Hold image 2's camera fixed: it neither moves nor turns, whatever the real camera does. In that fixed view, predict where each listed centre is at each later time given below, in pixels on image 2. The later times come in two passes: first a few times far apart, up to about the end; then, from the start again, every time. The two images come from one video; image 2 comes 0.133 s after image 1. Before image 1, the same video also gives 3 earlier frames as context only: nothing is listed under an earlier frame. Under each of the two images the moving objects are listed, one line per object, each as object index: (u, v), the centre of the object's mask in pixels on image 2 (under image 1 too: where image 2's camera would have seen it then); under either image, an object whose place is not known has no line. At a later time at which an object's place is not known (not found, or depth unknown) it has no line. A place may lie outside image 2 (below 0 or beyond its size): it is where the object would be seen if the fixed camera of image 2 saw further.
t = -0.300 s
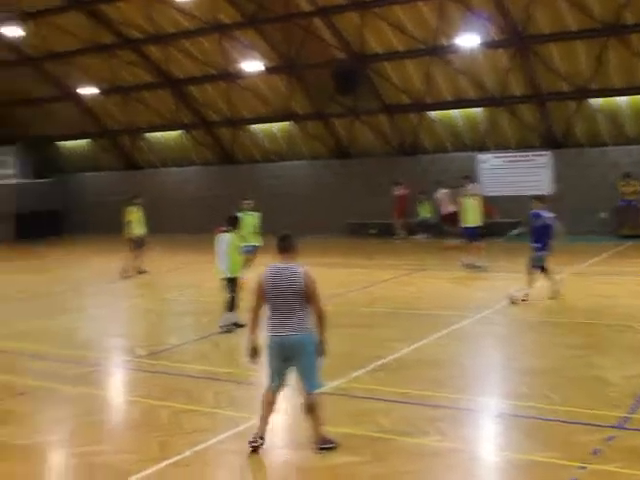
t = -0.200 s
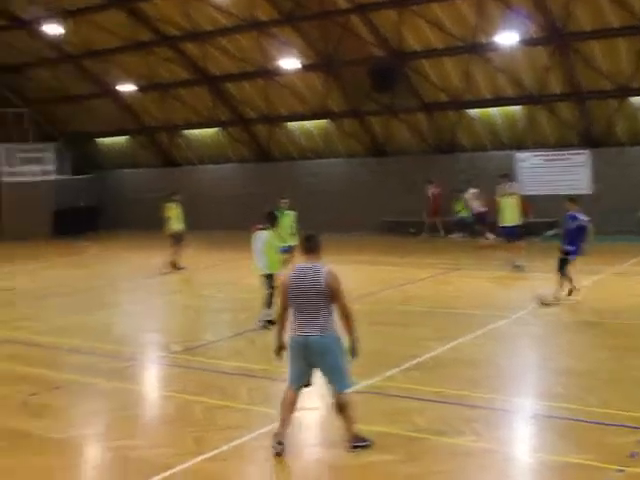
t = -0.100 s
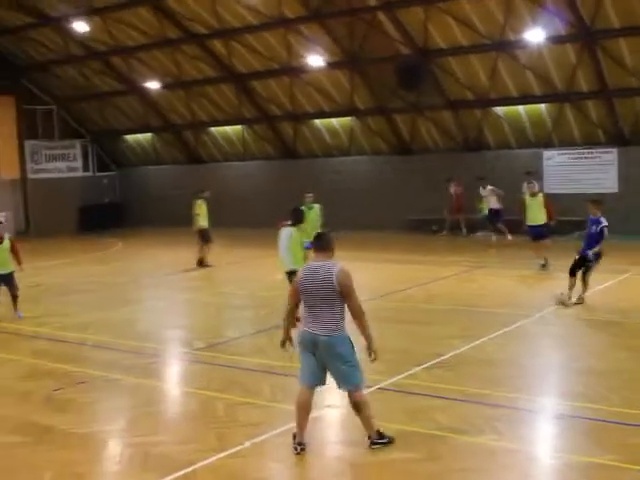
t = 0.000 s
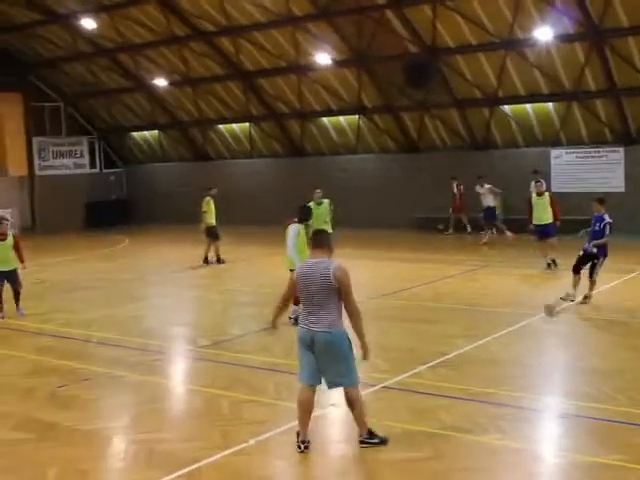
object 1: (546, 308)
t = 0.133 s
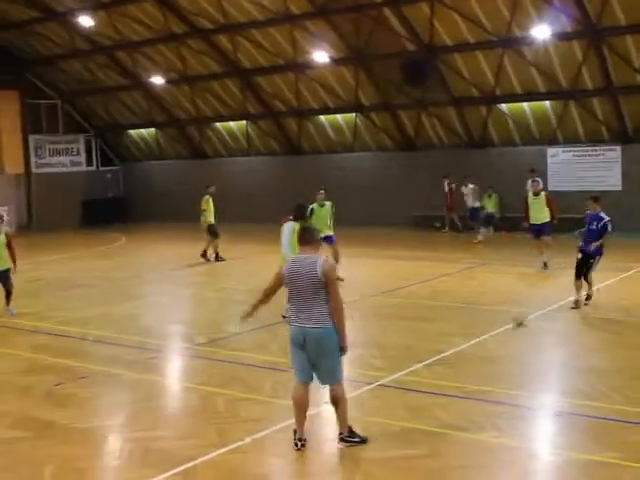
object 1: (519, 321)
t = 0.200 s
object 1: (506, 327)
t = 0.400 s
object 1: (461, 348)
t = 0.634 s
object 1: (402, 376)
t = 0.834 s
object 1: (350, 406)
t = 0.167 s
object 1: (512, 326)
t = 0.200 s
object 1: (506, 327)
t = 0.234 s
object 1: (498, 329)
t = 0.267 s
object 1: (491, 332)
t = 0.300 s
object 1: (484, 336)
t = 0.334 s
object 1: (475, 340)
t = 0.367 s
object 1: (467, 342)
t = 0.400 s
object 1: (461, 348)
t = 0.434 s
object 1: (452, 354)
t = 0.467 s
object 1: (443, 356)
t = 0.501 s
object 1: (439, 359)
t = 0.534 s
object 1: (426, 362)
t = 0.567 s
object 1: (421, 367)
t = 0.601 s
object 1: (411, 372)
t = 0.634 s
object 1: (402, 376)
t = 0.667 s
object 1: (394, 380)
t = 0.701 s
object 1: (387, 386)
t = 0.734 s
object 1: (376, 390)
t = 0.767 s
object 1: (368, 398)
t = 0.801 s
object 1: (359, 399)
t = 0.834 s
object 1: (350, 406)
